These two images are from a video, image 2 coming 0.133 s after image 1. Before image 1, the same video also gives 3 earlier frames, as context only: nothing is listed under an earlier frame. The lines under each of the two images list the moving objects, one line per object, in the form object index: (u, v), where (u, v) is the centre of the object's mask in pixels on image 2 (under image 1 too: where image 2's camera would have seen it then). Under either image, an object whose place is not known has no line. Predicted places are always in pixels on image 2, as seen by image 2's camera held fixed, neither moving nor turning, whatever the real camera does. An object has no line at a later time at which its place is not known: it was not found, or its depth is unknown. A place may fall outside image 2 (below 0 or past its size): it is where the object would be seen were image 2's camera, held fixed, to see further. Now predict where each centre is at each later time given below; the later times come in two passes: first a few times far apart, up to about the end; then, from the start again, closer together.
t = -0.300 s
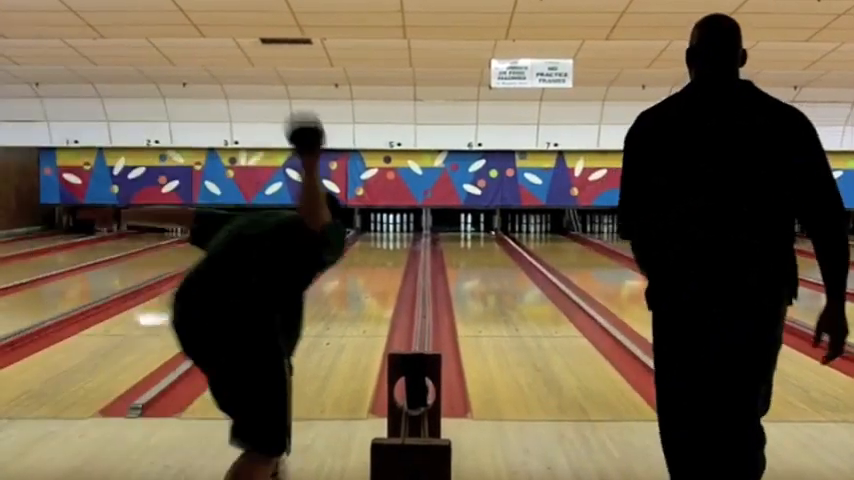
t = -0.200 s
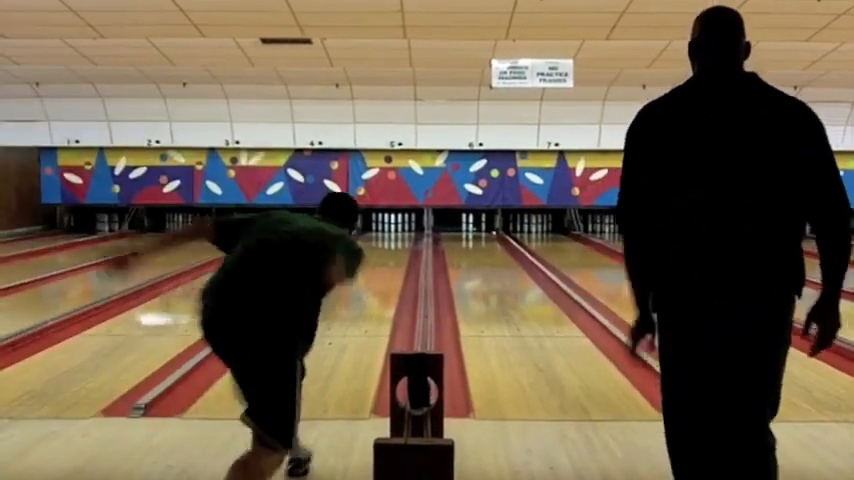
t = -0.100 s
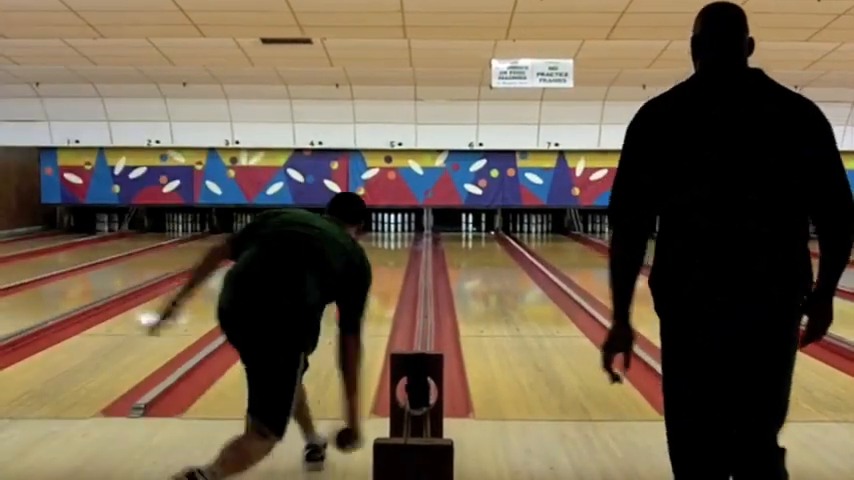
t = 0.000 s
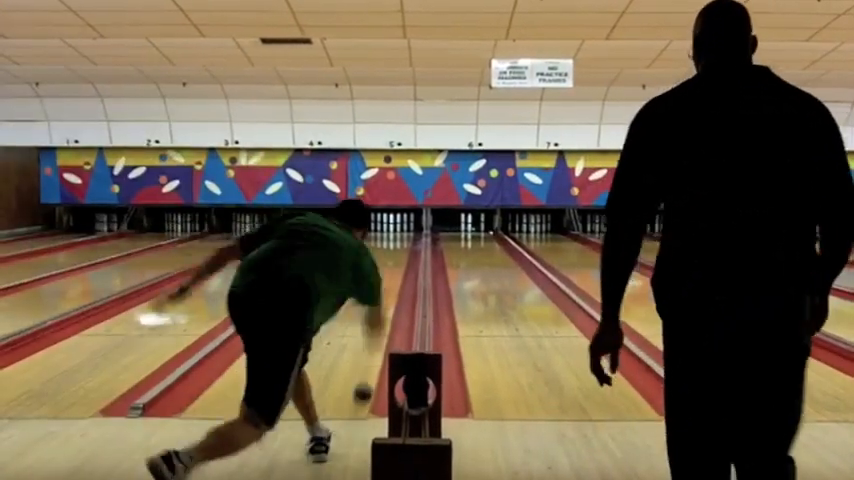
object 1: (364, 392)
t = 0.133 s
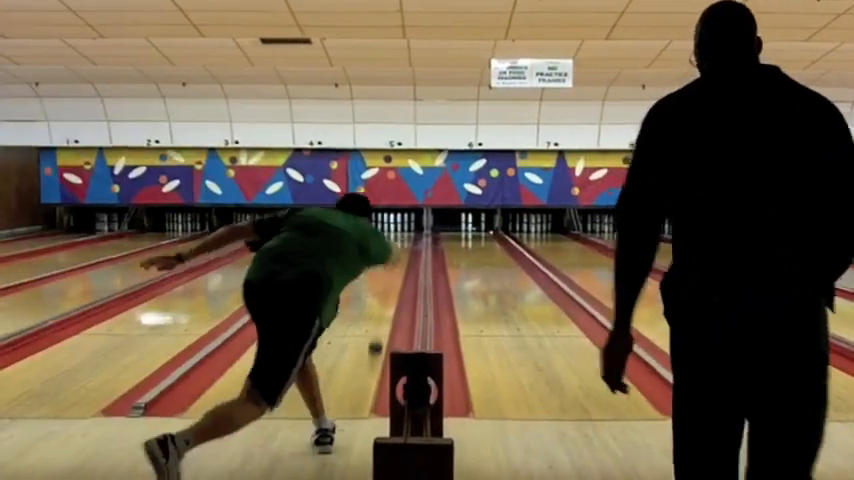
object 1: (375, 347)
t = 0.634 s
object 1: (389, 266)
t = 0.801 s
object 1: (390, 254)
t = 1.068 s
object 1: (392, 239)
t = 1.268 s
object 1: (391, 234)
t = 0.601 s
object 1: (388, 269)
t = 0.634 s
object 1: (389, 266)
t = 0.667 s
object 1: (388, 264)
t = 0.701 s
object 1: (389, 261)
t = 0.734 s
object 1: (389, 258)
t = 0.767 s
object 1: (390, 256)
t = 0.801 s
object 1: (390, 254)
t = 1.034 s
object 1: (391, 242)
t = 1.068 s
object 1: (392, 239)
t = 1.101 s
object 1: (391, 238)
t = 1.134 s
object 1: (390, 237)
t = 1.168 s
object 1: (390, 237)
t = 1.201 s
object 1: (390, 236)
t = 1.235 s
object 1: (390, 235)
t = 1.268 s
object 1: (391, 234)
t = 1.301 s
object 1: (391, 234)
